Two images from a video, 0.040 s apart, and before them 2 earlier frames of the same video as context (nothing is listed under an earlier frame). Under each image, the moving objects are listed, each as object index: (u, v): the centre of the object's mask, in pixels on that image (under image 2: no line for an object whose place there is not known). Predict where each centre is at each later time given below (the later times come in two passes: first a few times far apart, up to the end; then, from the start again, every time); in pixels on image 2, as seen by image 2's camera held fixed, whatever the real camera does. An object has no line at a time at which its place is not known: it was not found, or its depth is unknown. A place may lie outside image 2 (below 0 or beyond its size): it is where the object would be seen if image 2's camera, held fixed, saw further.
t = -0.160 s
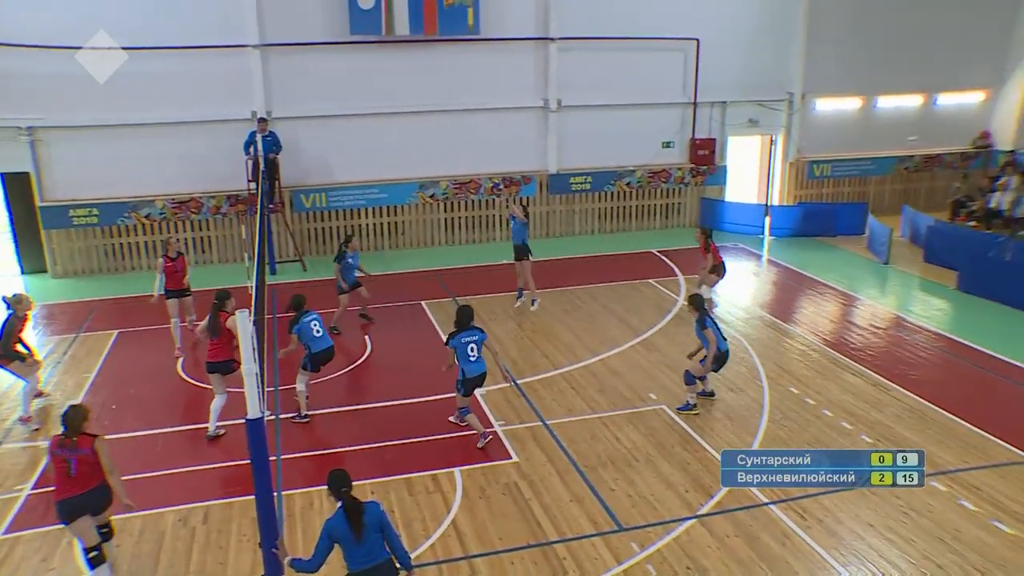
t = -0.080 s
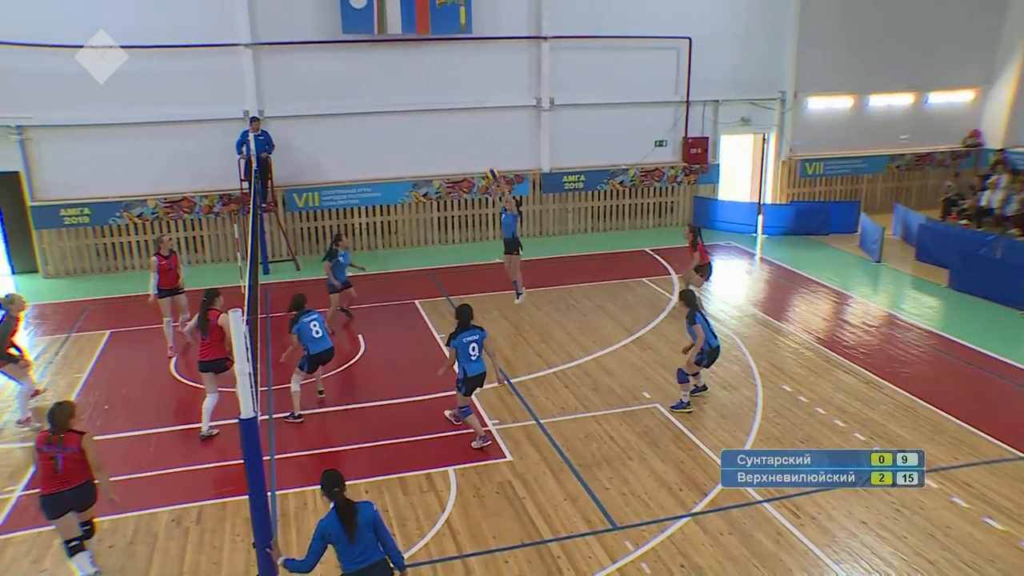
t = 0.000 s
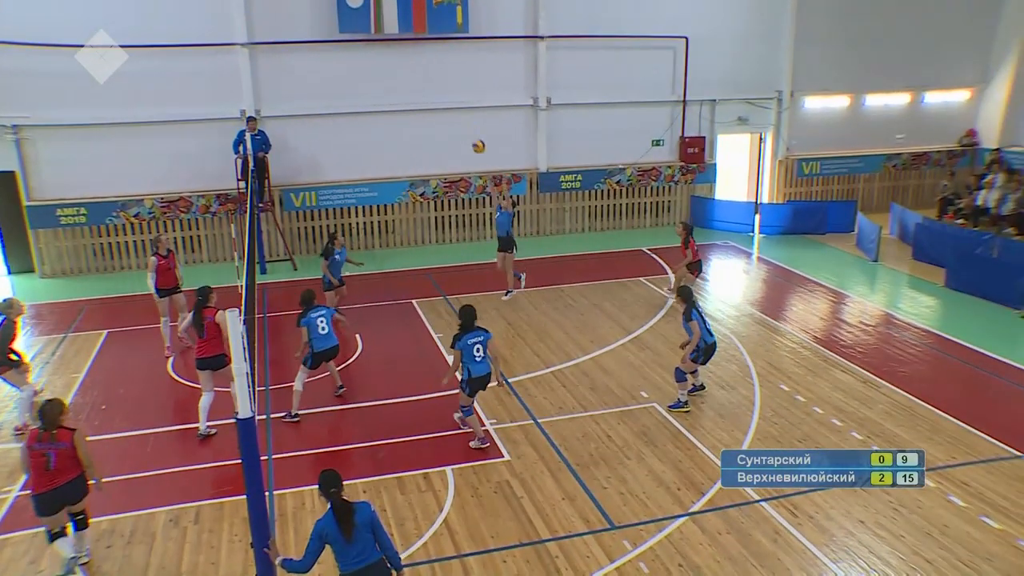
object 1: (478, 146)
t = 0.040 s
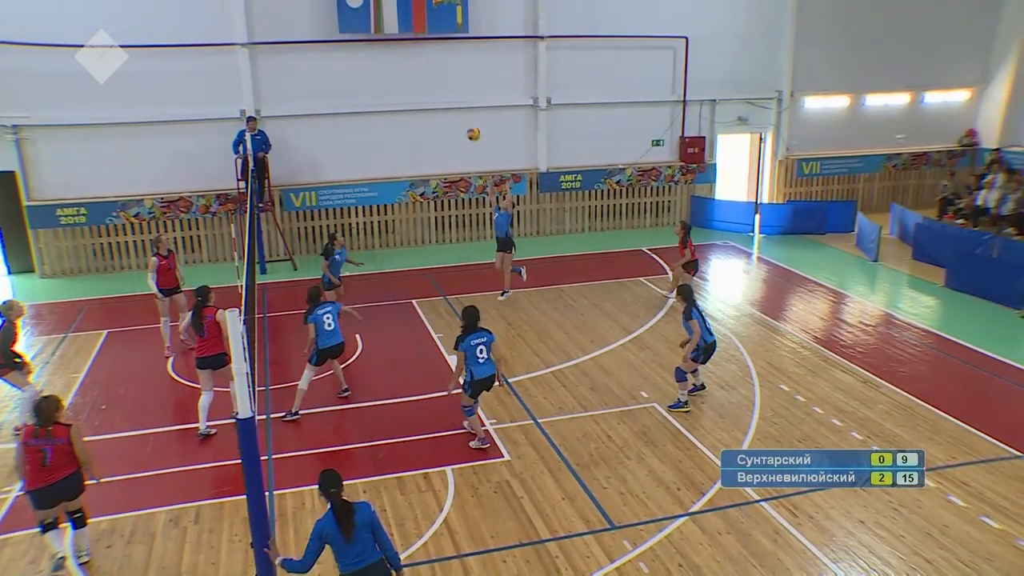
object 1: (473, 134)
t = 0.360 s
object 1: (431, 70)
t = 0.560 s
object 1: (407, 63)
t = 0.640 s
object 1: (398, 68)
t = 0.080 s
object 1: (468, 122)
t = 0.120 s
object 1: (463, 112)
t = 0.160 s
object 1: (457, 102)
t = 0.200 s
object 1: (452, 93)
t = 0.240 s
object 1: (447, 86)
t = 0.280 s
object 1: (441, 80)
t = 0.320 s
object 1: (436, 74)
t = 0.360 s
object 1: (431, 70)
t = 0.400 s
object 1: (426, 66)
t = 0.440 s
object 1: (421, 64)
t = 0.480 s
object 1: (416, 62)
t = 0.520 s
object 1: (412, 63)
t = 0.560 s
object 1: (407, 63)
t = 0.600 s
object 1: (403, 65)
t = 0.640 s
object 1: (398, 68)
